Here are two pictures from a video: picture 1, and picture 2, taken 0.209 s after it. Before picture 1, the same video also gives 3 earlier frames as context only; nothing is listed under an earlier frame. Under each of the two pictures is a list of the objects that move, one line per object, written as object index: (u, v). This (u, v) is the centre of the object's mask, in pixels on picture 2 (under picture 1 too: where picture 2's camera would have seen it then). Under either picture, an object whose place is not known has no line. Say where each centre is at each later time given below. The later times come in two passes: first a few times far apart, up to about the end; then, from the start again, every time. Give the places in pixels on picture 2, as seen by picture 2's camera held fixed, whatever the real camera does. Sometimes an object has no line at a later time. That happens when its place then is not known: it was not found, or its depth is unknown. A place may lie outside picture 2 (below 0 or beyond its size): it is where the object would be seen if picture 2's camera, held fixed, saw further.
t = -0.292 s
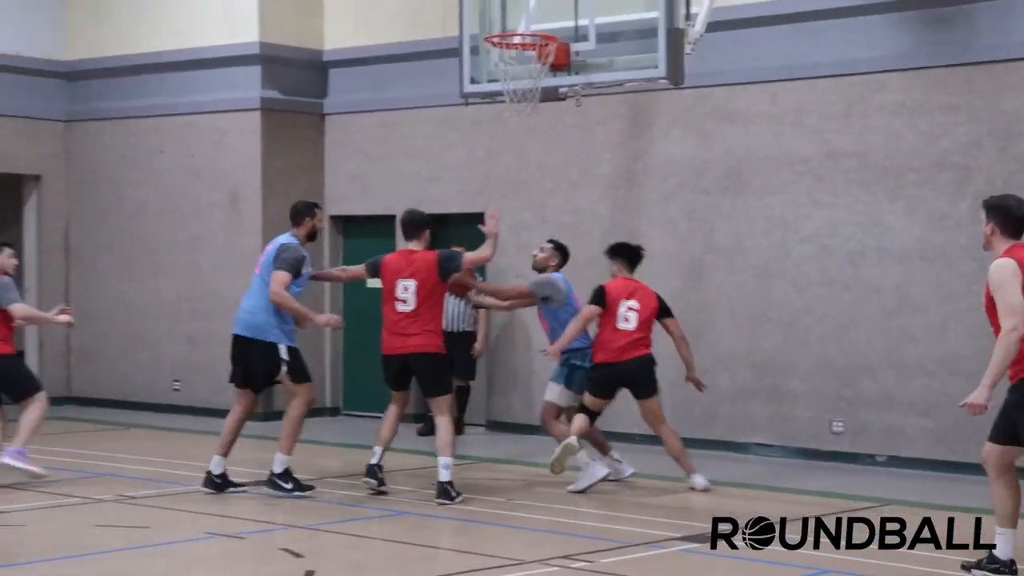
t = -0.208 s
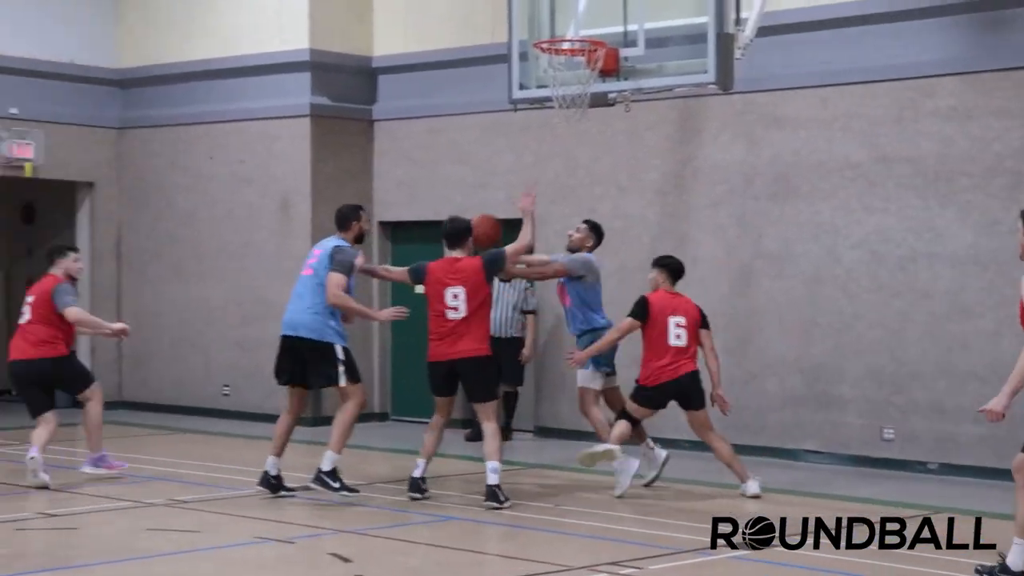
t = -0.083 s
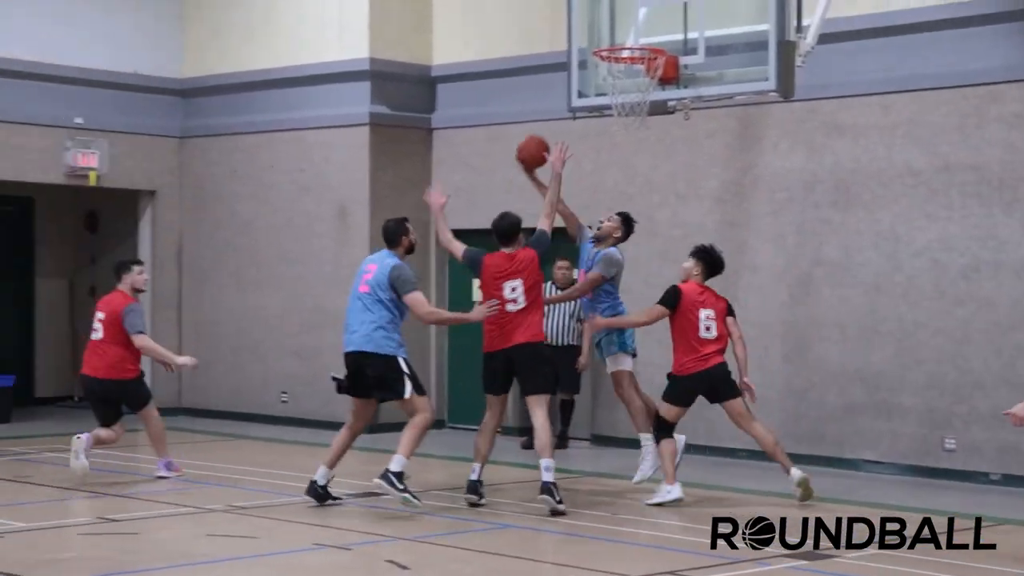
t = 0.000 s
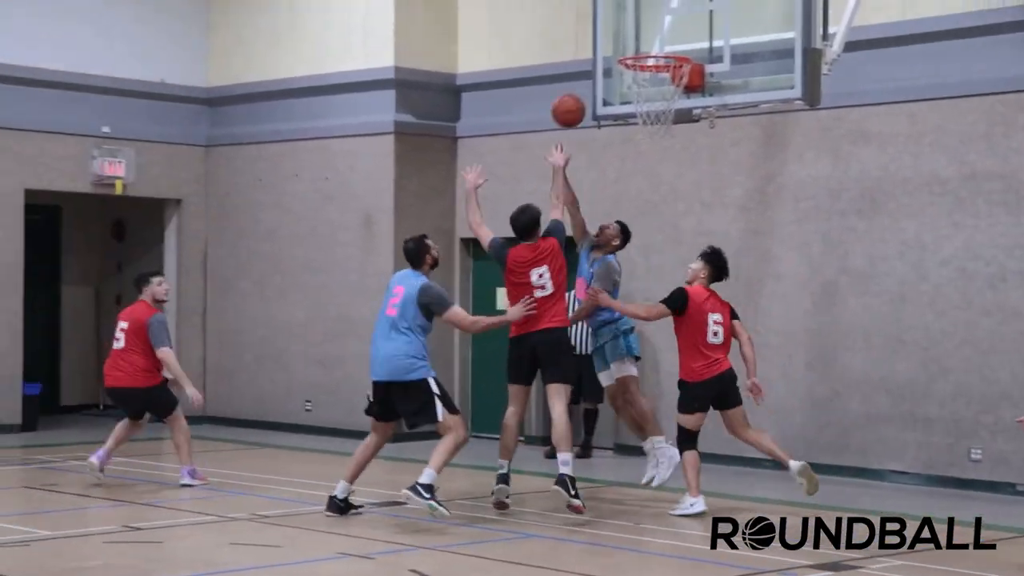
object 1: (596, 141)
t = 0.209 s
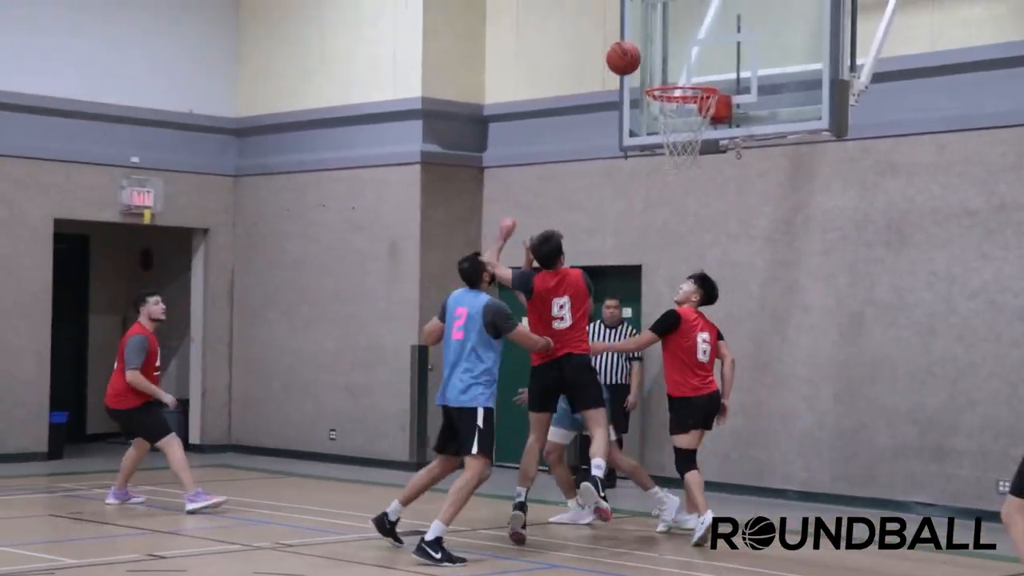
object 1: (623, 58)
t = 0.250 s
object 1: (629, 48)
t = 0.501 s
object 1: (662, 41)
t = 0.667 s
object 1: (682, 78)
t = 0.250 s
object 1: (629, 48)
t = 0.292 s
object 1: (634, 41)
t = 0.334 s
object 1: (640, 36)
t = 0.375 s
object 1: (645, 34)
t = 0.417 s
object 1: (651, 34)
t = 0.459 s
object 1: (656, 37)
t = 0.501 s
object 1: (662, 41)
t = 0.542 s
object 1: (668, 49)
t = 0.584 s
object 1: (673, 60)
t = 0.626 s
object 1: (678, 71)
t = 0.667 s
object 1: (682, 78)
